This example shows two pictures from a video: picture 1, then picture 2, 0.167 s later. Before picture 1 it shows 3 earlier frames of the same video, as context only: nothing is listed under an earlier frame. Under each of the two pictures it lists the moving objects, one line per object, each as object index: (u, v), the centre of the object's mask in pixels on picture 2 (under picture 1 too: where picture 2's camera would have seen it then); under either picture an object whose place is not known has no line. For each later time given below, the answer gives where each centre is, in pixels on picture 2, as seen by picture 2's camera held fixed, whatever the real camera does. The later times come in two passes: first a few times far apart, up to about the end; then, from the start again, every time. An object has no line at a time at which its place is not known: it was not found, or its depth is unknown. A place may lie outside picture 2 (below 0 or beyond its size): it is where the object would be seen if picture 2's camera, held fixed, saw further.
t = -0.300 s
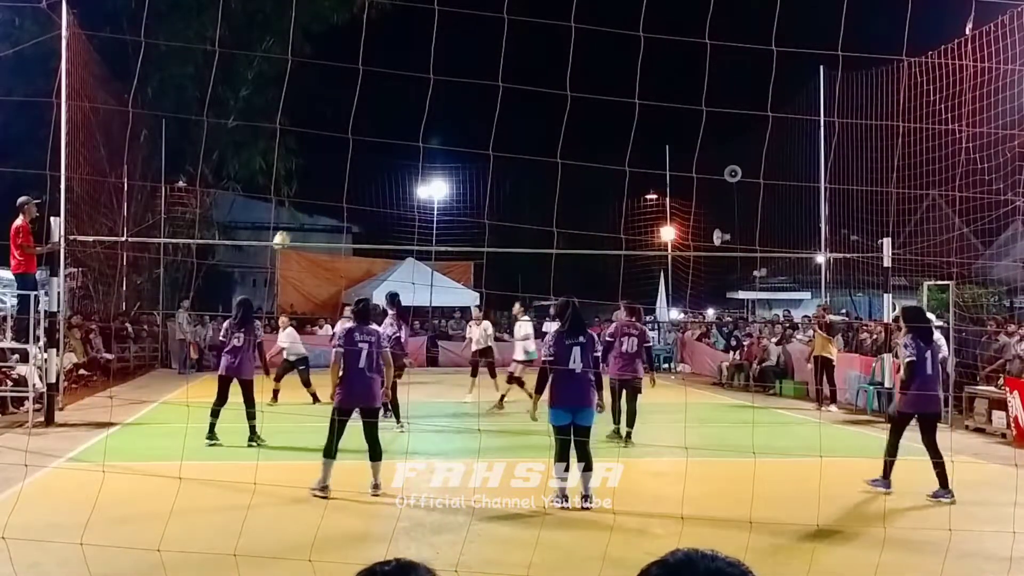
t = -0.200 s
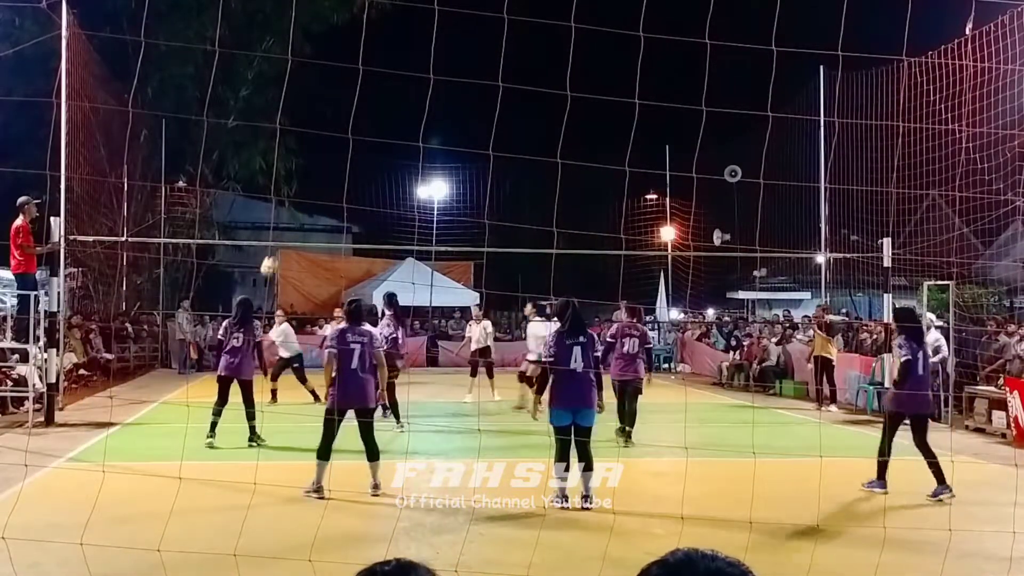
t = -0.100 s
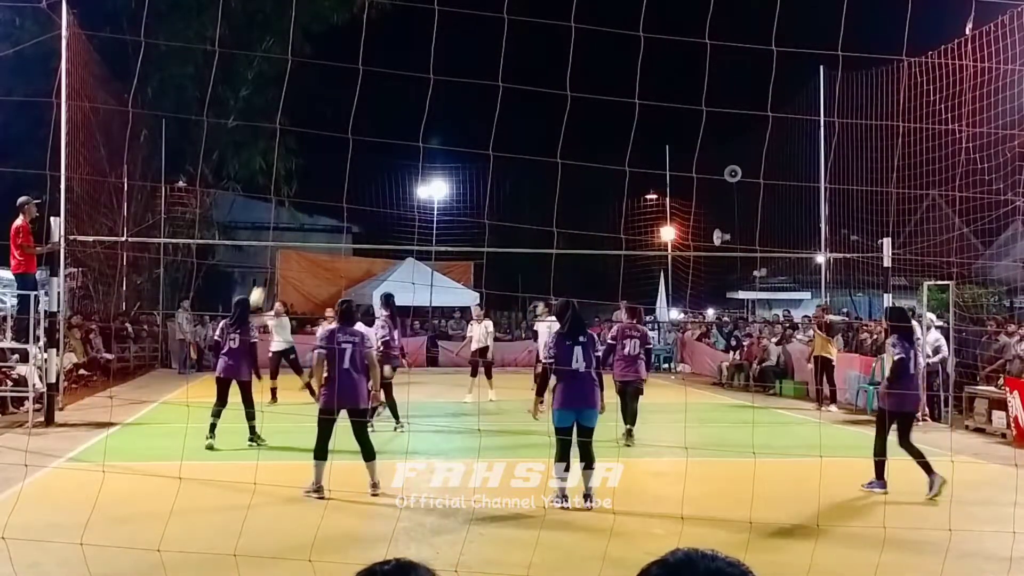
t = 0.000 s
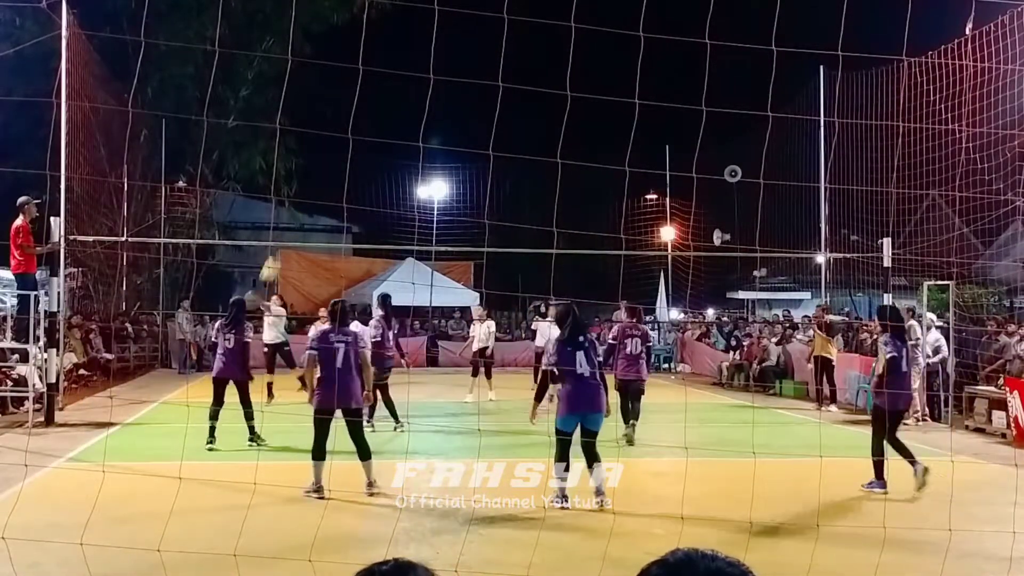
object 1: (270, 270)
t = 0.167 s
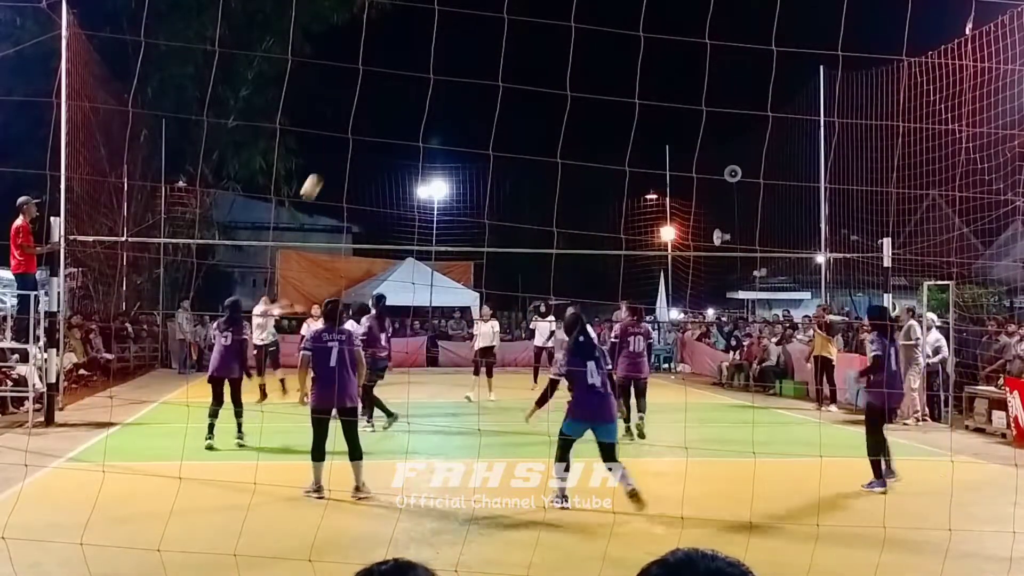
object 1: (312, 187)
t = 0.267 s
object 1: (338, 144)
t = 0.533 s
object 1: (418, 58)
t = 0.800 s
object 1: (513, 24)
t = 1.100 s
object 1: (637, 68)
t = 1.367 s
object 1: (767, 205)
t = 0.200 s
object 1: (321, 172)
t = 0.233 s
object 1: (329, 157)
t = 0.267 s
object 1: (338, 144)
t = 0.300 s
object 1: (347, 130)
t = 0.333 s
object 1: (357, 117)
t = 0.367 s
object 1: (367, 105)
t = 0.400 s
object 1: (377, 95)
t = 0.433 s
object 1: (387, 85)
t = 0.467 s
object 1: (397, 75)
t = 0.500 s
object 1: (408, 66)
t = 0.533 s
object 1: (418, 58)
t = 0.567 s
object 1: (429, 50)
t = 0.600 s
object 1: (441, 44)
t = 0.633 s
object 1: (452, 38)
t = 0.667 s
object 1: (464, 33)
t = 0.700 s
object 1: (476, 29)
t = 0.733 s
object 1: (488, 27)
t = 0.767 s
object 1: (500, 25)
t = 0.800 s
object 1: (513, 24)
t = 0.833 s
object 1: (525, 25)
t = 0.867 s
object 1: (539, 26)
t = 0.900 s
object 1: (552, 29)
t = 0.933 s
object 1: (565, 32)
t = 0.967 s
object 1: (579, 37)
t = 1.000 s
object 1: (593, 42)
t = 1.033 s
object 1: (608, 50)
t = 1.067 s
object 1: (622, 59)
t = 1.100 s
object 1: (637, 68)
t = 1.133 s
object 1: (653, 81)
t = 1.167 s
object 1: (668, 93)
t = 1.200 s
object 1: (684, 107)
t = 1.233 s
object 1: (701, 124)
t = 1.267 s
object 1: (717, 142)
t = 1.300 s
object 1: (733, 160)
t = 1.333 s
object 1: (751, 182)
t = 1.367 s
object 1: (767, 205)
